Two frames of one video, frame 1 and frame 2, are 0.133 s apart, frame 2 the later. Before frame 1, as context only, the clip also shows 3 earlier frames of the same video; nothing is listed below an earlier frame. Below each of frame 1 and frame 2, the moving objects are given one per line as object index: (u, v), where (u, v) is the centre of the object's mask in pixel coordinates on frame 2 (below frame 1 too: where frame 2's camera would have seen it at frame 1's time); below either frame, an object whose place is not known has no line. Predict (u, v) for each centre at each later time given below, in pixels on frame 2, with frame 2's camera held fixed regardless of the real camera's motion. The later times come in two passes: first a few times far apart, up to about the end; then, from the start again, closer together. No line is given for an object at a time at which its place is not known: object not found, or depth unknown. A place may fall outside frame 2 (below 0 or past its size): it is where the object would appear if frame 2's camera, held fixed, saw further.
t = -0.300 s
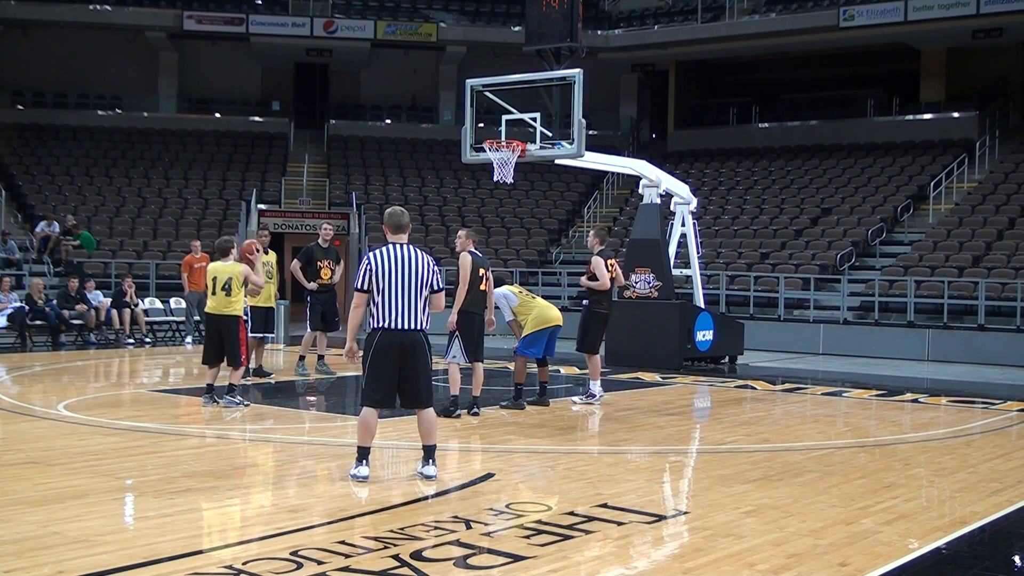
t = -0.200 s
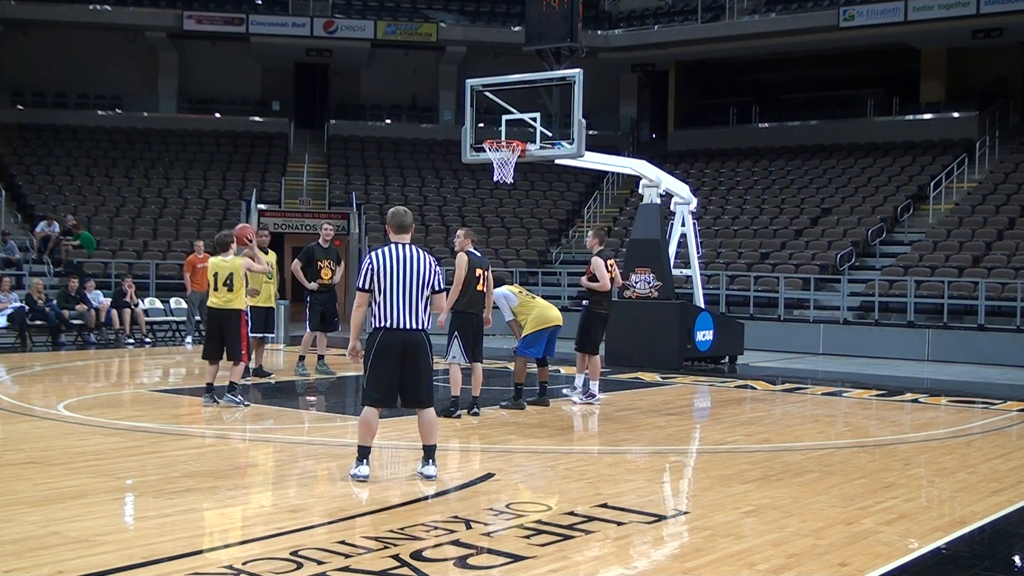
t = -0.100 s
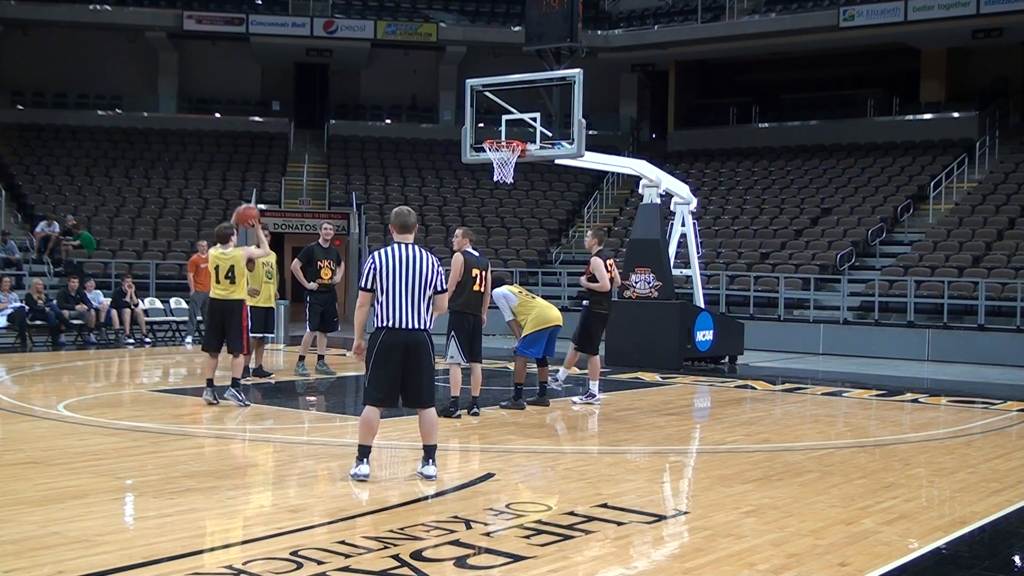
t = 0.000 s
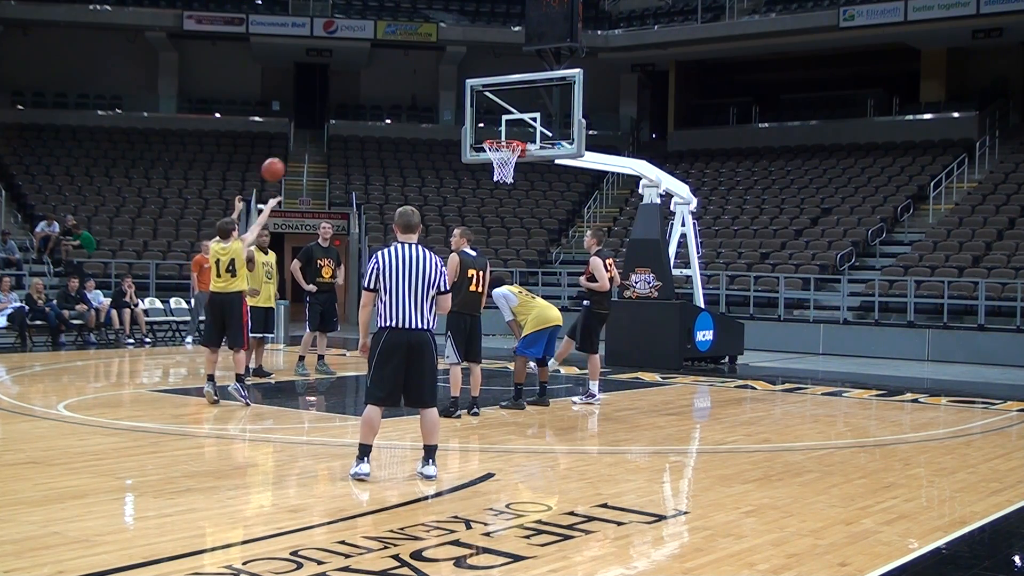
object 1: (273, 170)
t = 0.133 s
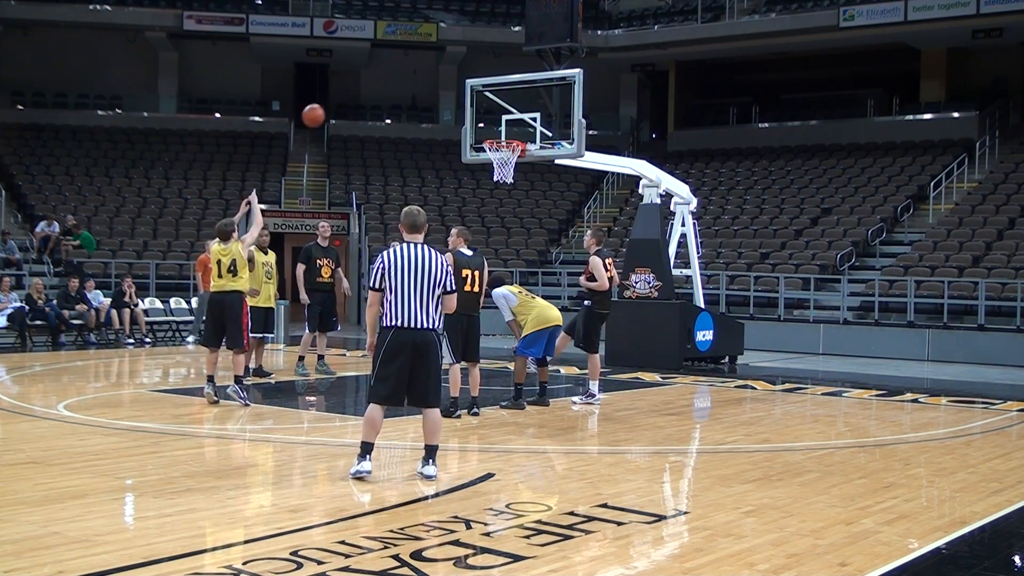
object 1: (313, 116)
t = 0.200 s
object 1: (333, 96)
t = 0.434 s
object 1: (394, 60)
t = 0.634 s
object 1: (442, 66)
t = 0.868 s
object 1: (491, 112)
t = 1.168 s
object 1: (487, 199)
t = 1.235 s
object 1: (478, 222)
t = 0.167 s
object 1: (323, 105)
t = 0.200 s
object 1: (333, 96)
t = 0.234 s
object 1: (342, 87)
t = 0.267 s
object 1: (351, 80)
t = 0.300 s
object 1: (360, 74)
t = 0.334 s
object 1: (369, 69)
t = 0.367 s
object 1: (377, 65)
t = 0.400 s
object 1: (386, 62)
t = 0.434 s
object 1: (394, 60)
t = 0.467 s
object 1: (403, 58)
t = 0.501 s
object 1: (411, 58)
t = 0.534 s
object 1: (419, 59)
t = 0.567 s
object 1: (426, 60)
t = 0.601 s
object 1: (434, 63)
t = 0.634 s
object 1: (442, 66)
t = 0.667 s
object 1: (449, 70)
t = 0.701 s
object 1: (456, 75)
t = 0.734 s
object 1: (463, 81)
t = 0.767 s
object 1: (470, 88)
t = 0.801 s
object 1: (478, 96)
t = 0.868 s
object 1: (491, 112)
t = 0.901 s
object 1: (497, 122)
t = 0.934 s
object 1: (504, 132)
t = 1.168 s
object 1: (487, 199)
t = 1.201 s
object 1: (483, 210)
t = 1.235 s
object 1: (478, 222)
